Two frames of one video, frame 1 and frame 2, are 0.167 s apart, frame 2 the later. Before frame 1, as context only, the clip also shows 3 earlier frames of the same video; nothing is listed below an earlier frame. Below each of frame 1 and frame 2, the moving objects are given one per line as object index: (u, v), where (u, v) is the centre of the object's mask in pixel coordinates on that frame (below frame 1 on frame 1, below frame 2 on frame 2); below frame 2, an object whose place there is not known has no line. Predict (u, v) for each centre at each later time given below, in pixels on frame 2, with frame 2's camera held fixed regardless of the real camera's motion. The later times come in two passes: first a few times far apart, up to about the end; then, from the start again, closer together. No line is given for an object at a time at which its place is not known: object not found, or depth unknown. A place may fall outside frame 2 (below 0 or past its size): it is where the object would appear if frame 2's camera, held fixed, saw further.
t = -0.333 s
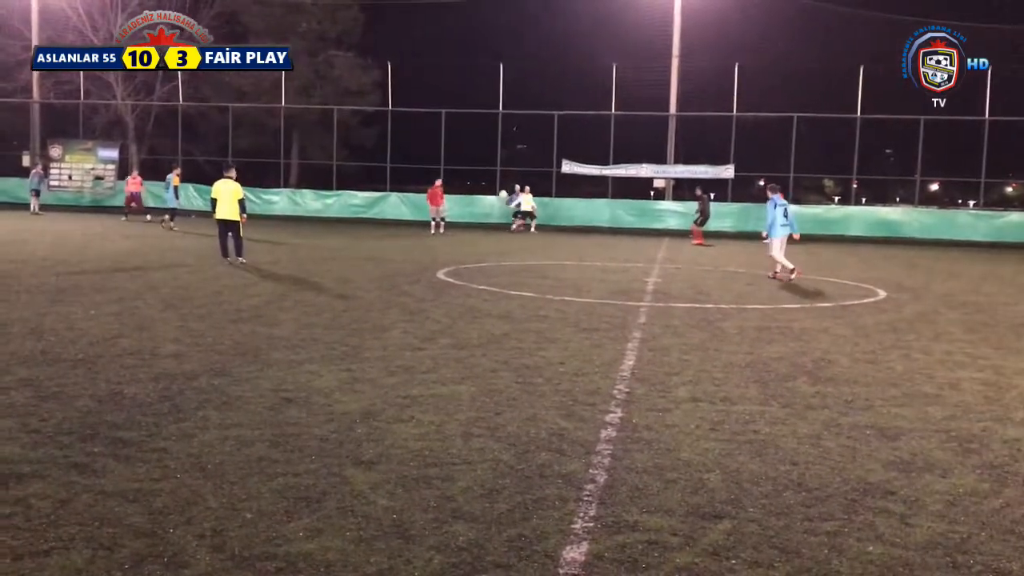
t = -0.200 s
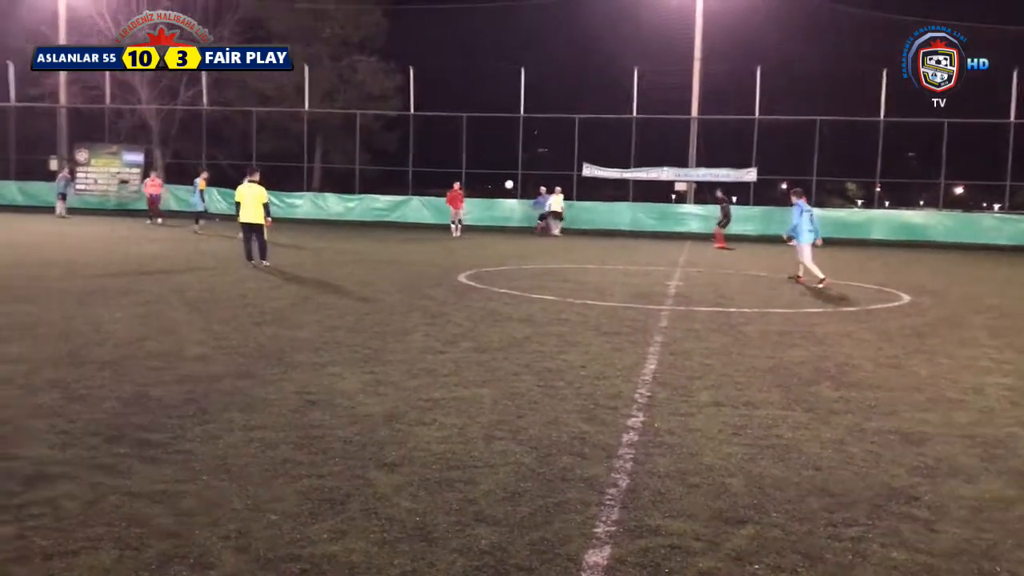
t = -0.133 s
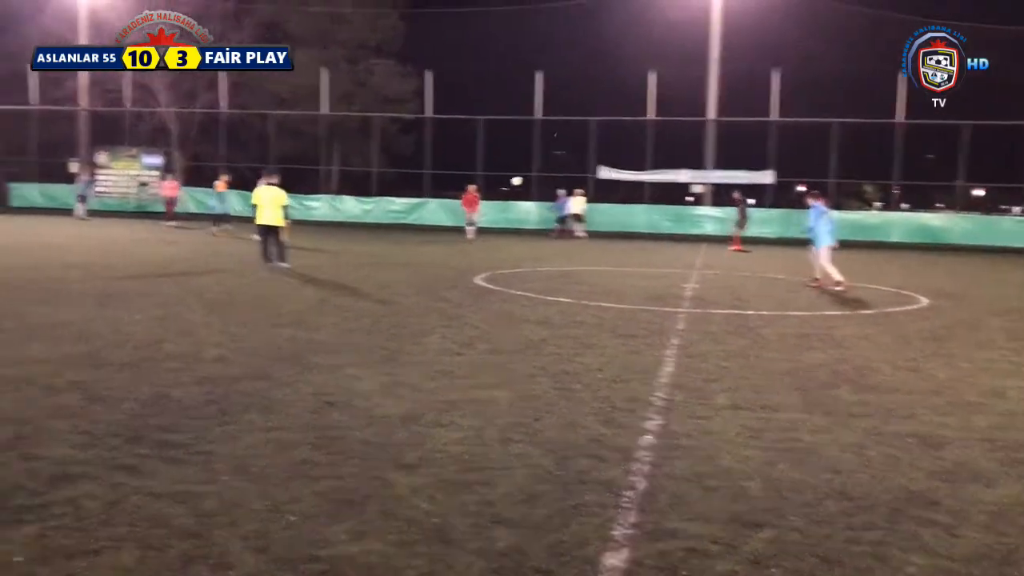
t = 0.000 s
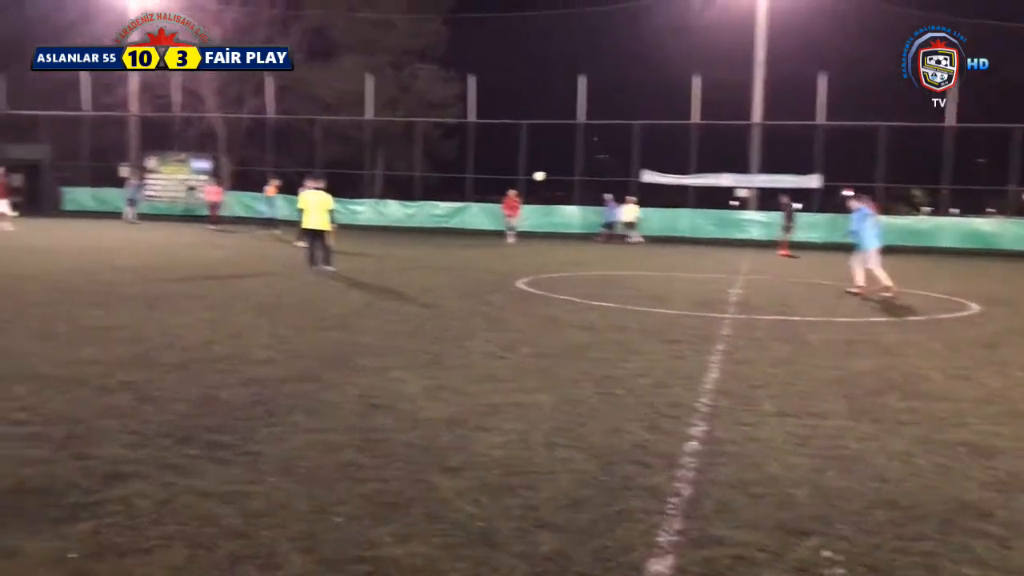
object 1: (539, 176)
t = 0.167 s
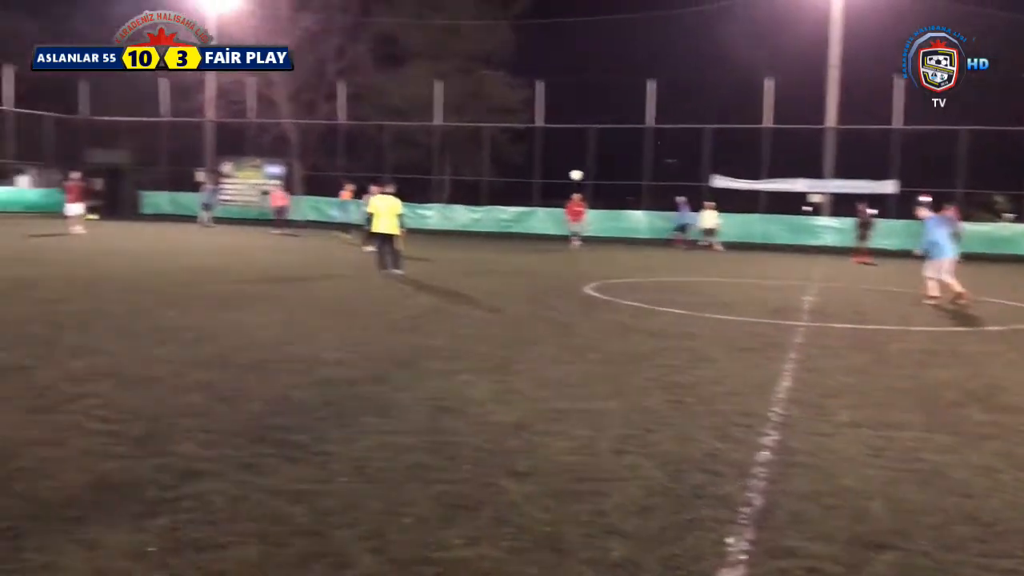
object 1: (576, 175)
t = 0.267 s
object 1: (554, 175)
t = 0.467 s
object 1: (500, 189)
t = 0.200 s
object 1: (569, 175)
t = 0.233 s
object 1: (561, 175)
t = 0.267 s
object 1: (554, 175)
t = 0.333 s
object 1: (537, 178)
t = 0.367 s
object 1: (529, 180)
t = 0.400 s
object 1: (519, 182)
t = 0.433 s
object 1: (509, 185)
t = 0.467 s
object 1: (500, 189)
